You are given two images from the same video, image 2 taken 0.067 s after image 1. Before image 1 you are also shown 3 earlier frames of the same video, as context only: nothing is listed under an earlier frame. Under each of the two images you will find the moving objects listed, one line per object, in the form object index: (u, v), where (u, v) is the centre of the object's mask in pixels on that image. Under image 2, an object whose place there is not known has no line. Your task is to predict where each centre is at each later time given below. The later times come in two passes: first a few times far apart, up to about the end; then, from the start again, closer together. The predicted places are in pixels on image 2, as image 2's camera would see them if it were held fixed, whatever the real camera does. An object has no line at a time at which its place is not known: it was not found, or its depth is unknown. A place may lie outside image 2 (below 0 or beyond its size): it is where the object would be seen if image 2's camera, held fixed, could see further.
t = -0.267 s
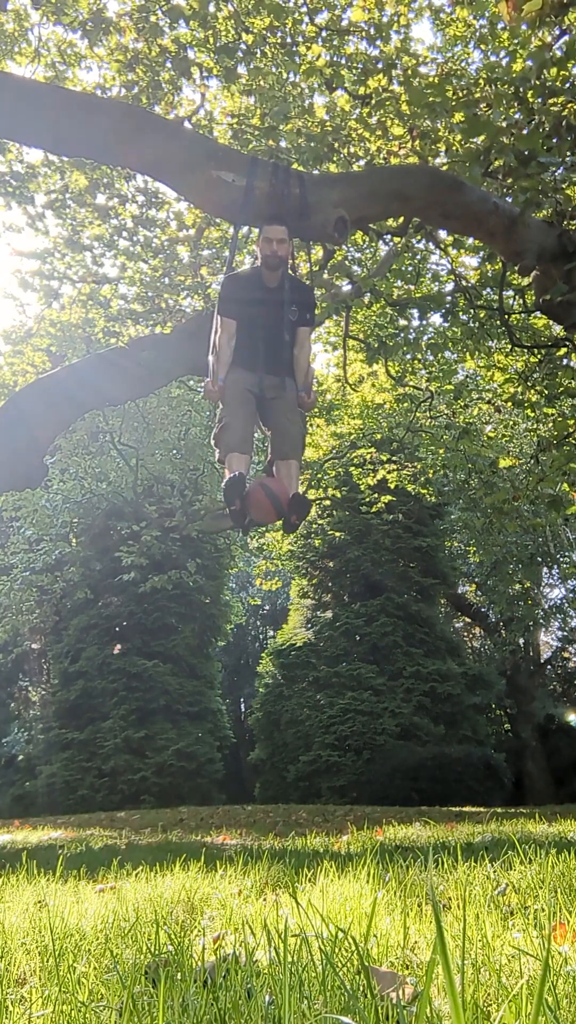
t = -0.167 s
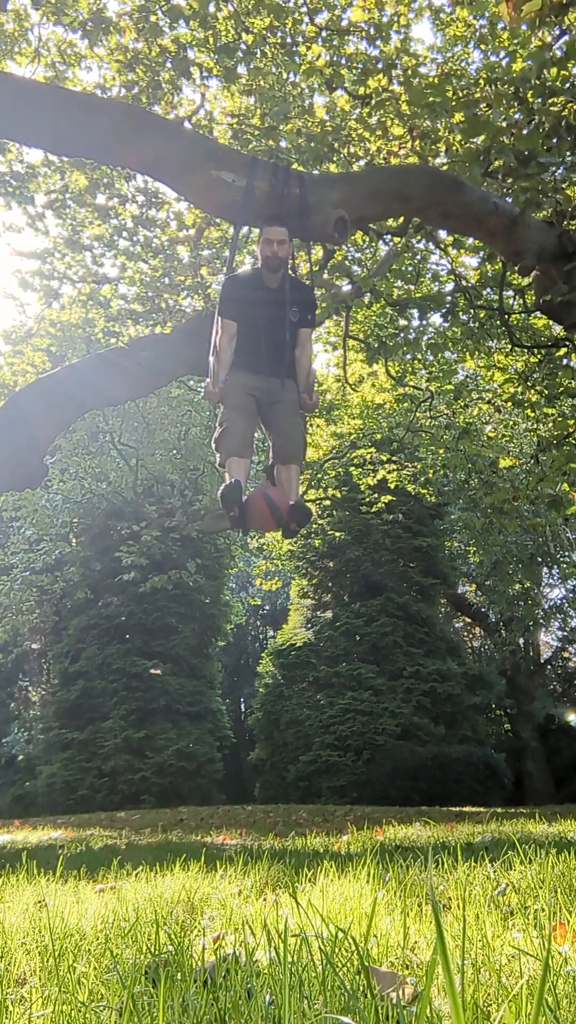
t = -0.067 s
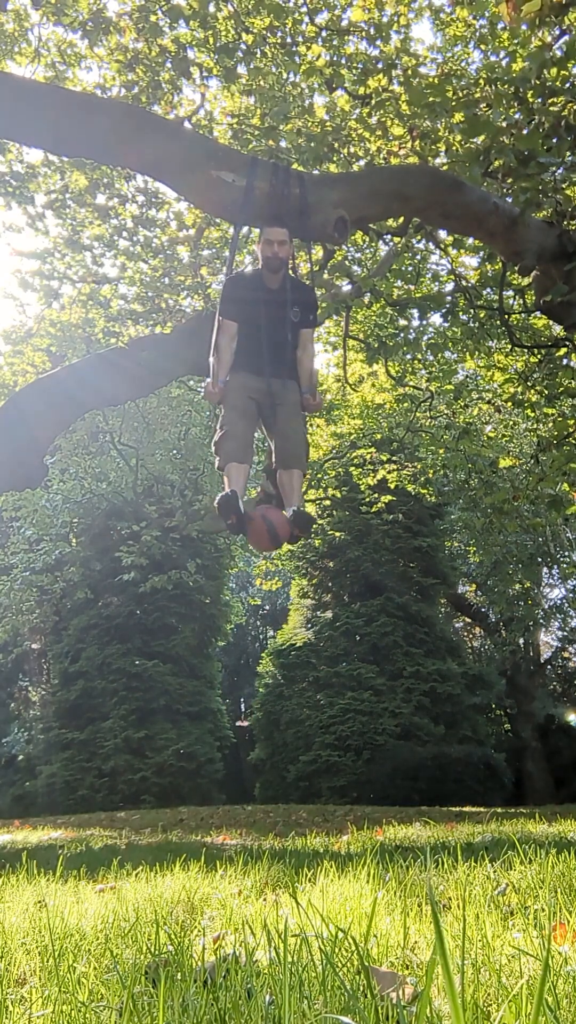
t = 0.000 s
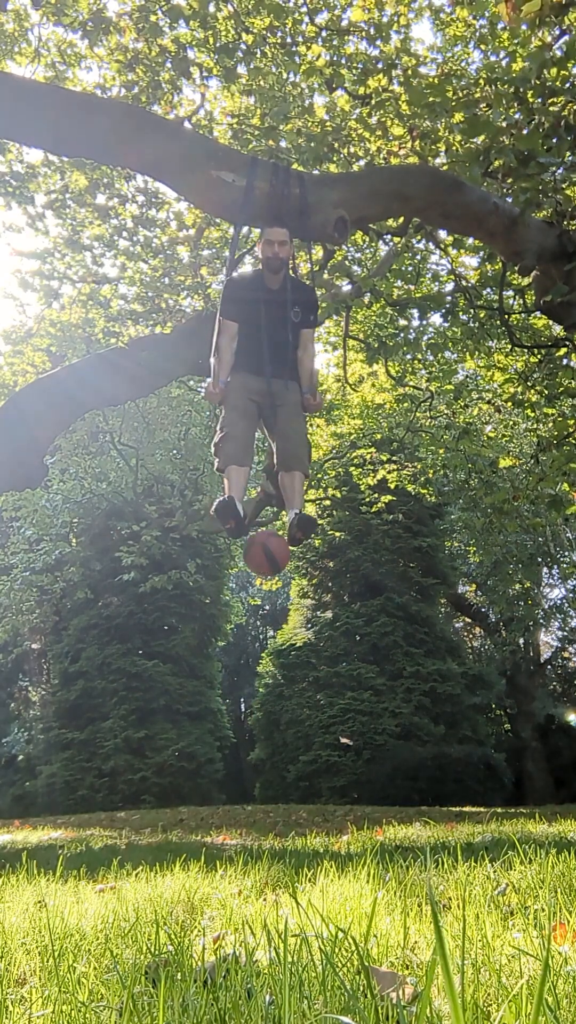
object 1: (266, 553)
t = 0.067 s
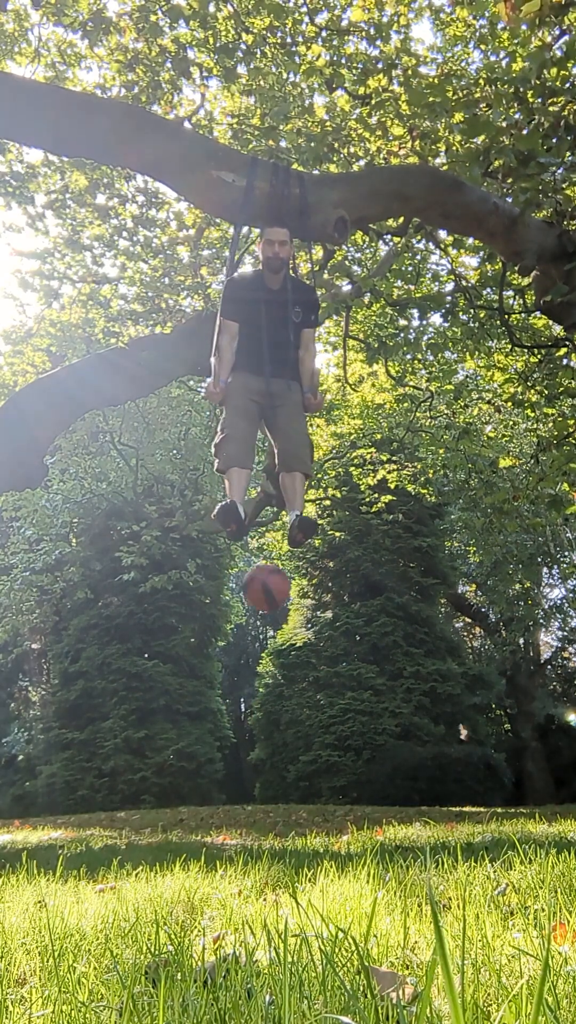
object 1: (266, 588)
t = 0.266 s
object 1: (262, 759)
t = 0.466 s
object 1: (252, 744)
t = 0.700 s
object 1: (234, 720)
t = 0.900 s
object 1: (216, 808)
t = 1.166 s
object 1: (205, 794)
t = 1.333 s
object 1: (197, 817)
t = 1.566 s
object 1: (185, 821)
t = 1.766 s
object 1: (177, 821)
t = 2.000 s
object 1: (166, 821)
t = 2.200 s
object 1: (153, 822)
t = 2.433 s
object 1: (139, 822)
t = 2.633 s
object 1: (126, 822)
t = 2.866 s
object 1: (102, 825)
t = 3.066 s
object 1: (83, 827)
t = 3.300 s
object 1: (61, 828)
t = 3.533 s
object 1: (54, 829)
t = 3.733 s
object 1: (46, 828)
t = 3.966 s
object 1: (31, 828)
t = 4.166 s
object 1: (22, 828)
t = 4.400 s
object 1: (17, 828)
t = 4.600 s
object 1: (14, 829)
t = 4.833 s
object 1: (13, 829)
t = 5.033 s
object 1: (14, 829)
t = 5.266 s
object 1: (14, 829)
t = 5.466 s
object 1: (14, 829)
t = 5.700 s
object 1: (14, 829)
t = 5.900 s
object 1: (14, 829)
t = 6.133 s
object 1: (14, 829)
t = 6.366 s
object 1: (14, 829)
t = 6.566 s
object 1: (14, 829)
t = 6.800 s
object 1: (14, 829)
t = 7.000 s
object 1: (14, 829)
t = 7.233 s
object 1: (14, 829)
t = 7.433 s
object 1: (14, 829)
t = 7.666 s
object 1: (14, 829)
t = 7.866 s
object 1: (14, 829)
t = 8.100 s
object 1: (14, 829)
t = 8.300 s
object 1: (14, 829)
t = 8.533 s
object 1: (14, 829)
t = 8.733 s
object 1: (14, 829)
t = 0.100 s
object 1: (266, 609)
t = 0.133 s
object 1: (265, 633)
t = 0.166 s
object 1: (265, 660)
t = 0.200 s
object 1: (264, 690)
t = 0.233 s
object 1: (263, 723)
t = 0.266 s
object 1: (262, 759)
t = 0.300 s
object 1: (262, 799)
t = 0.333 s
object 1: (261, 817)
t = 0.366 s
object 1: (258, 795)
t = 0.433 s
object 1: (254, 758)
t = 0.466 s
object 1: (252, 744)
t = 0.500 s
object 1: (250, 732)
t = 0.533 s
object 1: (247, 723)
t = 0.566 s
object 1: (244, 717)
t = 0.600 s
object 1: (242, 714)
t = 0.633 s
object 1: (240, 714)
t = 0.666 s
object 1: (237, 715)
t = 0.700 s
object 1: (234, 720)
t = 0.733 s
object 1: (232, 728)
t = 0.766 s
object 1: (229, 738)
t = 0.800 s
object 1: (226, 752)
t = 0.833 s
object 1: (222, 767)
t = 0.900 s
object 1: (216, 808)
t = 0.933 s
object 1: (214, 823)
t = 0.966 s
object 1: (213, 813)
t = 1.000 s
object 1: (212, 802)
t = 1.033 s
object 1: (210, 795)
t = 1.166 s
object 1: (205, 794)
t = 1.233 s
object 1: (203, 811)
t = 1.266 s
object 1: (201, 822)
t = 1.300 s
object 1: (199, 820)
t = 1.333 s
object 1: (197, 817)
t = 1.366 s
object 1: (195, 815)
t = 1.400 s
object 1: (193, 816)
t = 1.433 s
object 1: (190, 819)
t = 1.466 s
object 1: (189, 821)
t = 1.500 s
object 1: (187, 820)
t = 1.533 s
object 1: (187, 820)
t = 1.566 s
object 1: (185, 821)
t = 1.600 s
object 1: (184, 821)
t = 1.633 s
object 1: (183, 821)
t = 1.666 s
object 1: (181, 821)
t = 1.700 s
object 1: (179, 821)
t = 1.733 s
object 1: (178, 821)
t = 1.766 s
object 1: (177, 821)
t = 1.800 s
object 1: (176, 821)
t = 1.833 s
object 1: (174, 821)
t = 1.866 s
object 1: (173, 821)
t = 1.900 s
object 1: (171, 821)
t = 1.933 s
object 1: (170, 821)
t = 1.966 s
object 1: (168, 821)
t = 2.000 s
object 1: (166, 821)
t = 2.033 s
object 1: (164, 821)
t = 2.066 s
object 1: (162, 821)
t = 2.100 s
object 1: (160, 821)
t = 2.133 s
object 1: (158, 821)
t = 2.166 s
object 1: (156, 822)
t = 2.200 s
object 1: (153, 822)
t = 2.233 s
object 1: (151, 822)
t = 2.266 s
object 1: (150, 822)
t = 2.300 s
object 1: (147, 822)
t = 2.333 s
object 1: (145, 822)
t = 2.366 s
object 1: (143, 822)
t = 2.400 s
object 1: (141, 822)
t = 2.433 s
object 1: (139, 822)
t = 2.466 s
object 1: (137, 822)
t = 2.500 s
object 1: (135, 822)
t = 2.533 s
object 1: (132, 822)
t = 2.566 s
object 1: (130, 822)
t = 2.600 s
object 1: (128, 822)
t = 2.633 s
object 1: (126, 822)
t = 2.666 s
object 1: (122, 823)
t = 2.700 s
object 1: (119, 824)
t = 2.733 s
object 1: (116, 824)
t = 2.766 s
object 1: (112, 825)
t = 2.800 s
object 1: (109, 825)
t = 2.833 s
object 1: (106, 825)
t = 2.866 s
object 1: (102, 825)
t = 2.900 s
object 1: (99, 825)
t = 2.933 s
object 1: (96, 825)
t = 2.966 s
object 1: (93, 826)
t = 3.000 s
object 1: (89, 826)
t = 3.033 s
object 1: (86, 826)
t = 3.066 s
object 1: (83, 827)
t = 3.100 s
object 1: (80, 827)
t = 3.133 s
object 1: (76, 828)
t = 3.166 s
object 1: (73, 828)
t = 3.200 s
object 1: (70, 828)
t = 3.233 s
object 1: (67, 828)
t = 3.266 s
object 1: (64, 828)
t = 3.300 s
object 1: (61, 828)
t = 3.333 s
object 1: (60, 828)
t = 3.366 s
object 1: (59, 828)
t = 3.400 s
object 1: (57, 828)
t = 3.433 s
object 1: (56, 829)
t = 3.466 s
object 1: (56, 829)
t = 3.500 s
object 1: (55, 829)
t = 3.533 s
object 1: (54, 829)
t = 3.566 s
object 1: (53, 829)
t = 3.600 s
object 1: (52, 829)
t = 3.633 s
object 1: (51, 828)
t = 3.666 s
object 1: (49, 828)
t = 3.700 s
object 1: (47, 828)
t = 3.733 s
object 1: (46, 828)
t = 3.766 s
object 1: (44, 828)
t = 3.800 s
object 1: (41, 828)
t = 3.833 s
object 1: (39, 828)
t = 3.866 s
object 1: (37, 828)
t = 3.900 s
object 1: (35, 828)
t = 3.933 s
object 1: (33, 828)
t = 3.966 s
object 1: (31, 828)
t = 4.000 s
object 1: (29, 828)
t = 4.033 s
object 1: (28, 828)
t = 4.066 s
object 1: (26, 828)
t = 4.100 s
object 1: (24, 828)
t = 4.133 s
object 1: (23, 828)
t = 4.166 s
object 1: (22, 828)
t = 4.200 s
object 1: (21, 828)
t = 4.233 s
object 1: (21, 828)
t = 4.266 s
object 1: (20, 828)
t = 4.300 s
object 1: (20, 828)
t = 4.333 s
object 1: (19, 828)
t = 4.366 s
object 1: (18, 828)
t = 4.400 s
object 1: (17, 828)
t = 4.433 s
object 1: (17, 828)
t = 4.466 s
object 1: (16, 828)
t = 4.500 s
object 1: (15, 828)
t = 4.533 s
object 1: (15, 828)
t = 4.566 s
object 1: (14, 829)
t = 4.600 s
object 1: (14, 829)
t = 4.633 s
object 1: (13, 828)
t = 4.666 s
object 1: (13, 829)
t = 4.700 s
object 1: (13, 828)
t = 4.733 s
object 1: (13, 828)
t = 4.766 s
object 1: (13, 828)
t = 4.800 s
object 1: (13, 828)
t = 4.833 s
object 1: (13, 829)
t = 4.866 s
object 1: (13, 829)
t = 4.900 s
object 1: (13, 829)
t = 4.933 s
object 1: (13, 829)
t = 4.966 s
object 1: (13, 829)
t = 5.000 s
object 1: (13, 829)
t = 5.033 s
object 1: (14, 829)
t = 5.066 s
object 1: (14, 829)
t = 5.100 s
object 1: (14, 829)
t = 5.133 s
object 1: (14, 829)
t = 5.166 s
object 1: (14, 829)
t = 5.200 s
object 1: (14, 829)
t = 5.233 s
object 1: (14, 829)
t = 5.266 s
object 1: (14, 829)
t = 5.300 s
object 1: (14, 829)
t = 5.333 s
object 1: (14, 829)
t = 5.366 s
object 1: (14, 829)
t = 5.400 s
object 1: (14, 829)
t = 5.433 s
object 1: (14, 829)
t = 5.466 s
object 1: (14, 829)
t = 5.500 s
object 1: (14, 829)
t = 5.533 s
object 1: (14, 829)
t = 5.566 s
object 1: (14, 829)
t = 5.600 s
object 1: (14, 829)
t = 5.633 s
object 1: (14, 829)
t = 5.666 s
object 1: (14, 829)
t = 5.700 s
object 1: (14, 829)
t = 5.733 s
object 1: (14, 829)
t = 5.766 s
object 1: (14, 829)
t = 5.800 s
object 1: (14, 829)
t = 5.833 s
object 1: (14, 829)
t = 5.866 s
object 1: (14, 829)
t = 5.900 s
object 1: (14, 829)
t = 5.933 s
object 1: (14, 829)
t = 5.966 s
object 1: (14, 829)
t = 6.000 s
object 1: (14, 829)
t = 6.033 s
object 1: (14, 829)
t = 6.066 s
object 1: (14, 829)
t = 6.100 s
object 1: (14, 829)
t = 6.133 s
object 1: (14, 829)
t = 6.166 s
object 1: (14, 829)
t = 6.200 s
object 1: (14, 829)
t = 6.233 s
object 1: (14, 829)
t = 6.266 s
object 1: (14, 829)
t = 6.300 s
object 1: (14, 829)
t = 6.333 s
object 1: (14, 829)
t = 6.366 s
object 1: (14, 829)
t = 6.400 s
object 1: (14, 829)
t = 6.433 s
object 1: (14, 829)
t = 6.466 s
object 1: (14, 829)
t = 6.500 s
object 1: (14, 829)
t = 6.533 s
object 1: (14, 829)
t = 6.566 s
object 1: (14, 829)
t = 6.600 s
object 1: (14, 829)
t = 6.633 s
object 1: (14, 829)
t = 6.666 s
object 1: (14, 829)
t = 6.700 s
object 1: (14, 829)
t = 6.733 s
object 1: (14, 829)
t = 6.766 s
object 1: (14, 829)
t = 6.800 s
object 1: (14, 829)
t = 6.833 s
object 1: (14, 829)
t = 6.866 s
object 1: (14, 829)
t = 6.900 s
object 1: (14, 829)
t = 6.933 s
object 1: (14, 829)
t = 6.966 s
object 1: (14, 829)
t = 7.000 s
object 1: (14, 829)
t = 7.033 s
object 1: (14, 829)
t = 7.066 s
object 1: (14, 829)
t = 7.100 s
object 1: (14, 829)
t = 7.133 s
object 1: (14, 829)
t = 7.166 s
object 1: (14, 829)
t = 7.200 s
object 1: (14, 829)
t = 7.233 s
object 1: (14, 829)
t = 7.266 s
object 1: (14, 829)
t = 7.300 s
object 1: (14, 829)
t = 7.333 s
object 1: (14, 829)
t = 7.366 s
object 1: (14, 829)
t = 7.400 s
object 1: (14, 829)
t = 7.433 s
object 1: (14, 829)
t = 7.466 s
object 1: (14, 829)
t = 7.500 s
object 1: (14, 829)
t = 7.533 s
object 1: (14, 829)
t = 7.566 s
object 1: (14, 829)
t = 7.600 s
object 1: (14, 829)
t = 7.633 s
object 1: (14, 829)
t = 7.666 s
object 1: (14, 829)
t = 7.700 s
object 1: (14, 829)
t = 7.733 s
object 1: (14, 829)
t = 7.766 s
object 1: (14, 829)
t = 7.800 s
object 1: (14, 829)
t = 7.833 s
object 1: (14, 829)
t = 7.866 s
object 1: (14, 829)
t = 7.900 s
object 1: (14, 829)
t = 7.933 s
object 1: (14, 829)
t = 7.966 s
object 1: (14, 829)
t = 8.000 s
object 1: (14, 829)
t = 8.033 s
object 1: (14, 829)
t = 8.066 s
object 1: (14, 829)
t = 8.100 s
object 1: (14, 829)
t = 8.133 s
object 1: (14, 829)
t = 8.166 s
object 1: (14, 829)
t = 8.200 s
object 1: (14, 829)
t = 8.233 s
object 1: (14, 829)
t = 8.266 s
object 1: (14, 829)
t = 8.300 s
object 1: (14, 829)
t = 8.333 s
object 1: (14, 829)
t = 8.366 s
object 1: (14, 829)
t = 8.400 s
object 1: (14, 829)
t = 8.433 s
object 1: (14, 829)
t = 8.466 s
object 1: (14, 829)
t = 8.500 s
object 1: (14, 829)
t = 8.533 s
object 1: (14, 829)
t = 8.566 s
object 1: (14, 829)
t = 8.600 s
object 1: (14, 829)
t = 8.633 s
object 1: (14, 829)
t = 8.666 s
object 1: (14, 829)
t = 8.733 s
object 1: (14, 829)
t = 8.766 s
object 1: (14, 829)
